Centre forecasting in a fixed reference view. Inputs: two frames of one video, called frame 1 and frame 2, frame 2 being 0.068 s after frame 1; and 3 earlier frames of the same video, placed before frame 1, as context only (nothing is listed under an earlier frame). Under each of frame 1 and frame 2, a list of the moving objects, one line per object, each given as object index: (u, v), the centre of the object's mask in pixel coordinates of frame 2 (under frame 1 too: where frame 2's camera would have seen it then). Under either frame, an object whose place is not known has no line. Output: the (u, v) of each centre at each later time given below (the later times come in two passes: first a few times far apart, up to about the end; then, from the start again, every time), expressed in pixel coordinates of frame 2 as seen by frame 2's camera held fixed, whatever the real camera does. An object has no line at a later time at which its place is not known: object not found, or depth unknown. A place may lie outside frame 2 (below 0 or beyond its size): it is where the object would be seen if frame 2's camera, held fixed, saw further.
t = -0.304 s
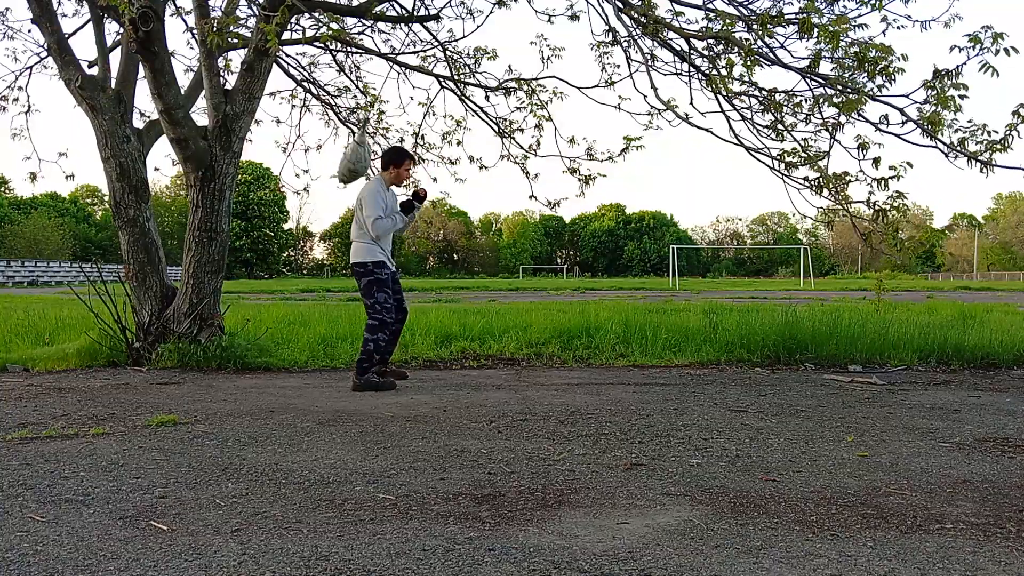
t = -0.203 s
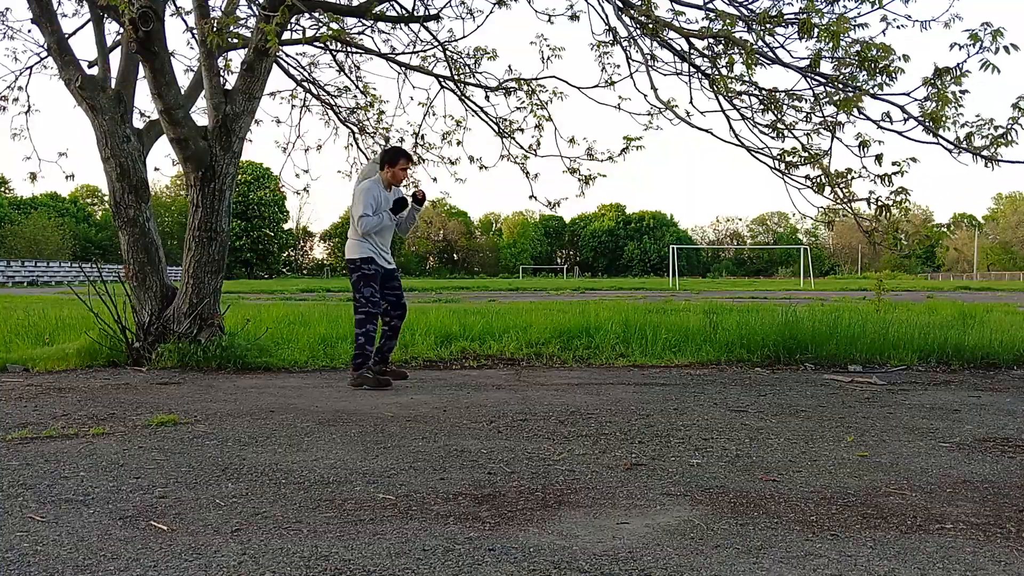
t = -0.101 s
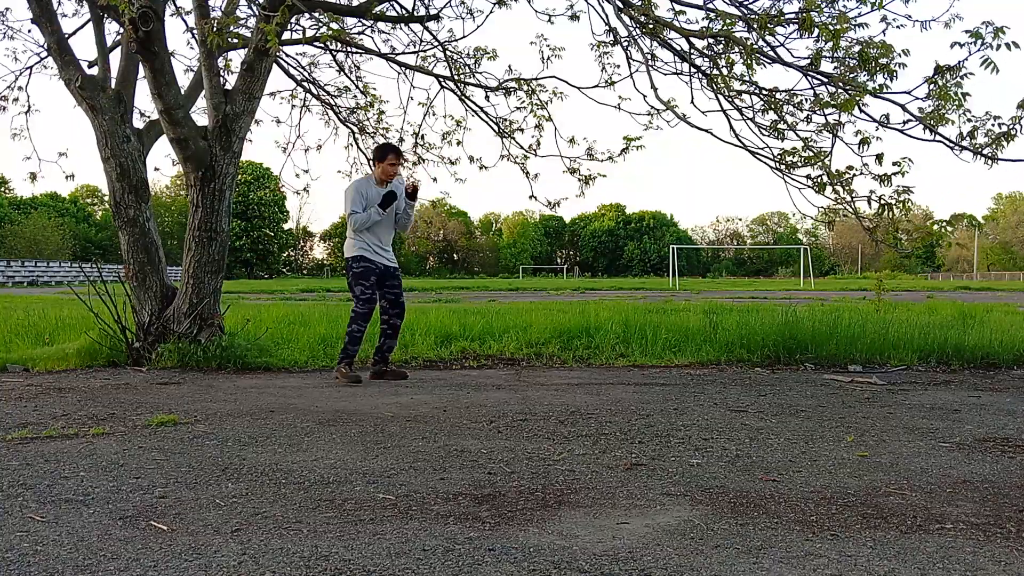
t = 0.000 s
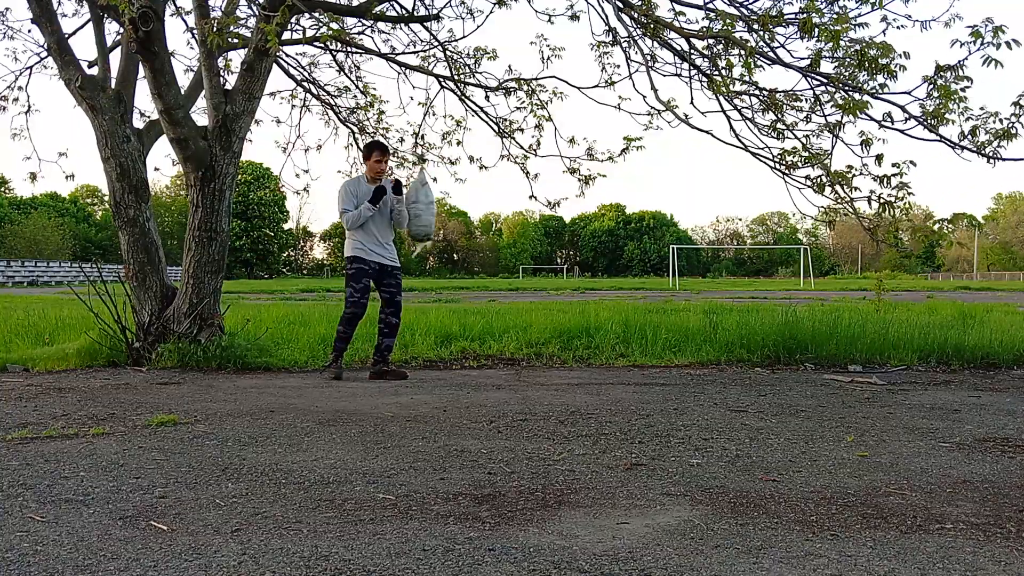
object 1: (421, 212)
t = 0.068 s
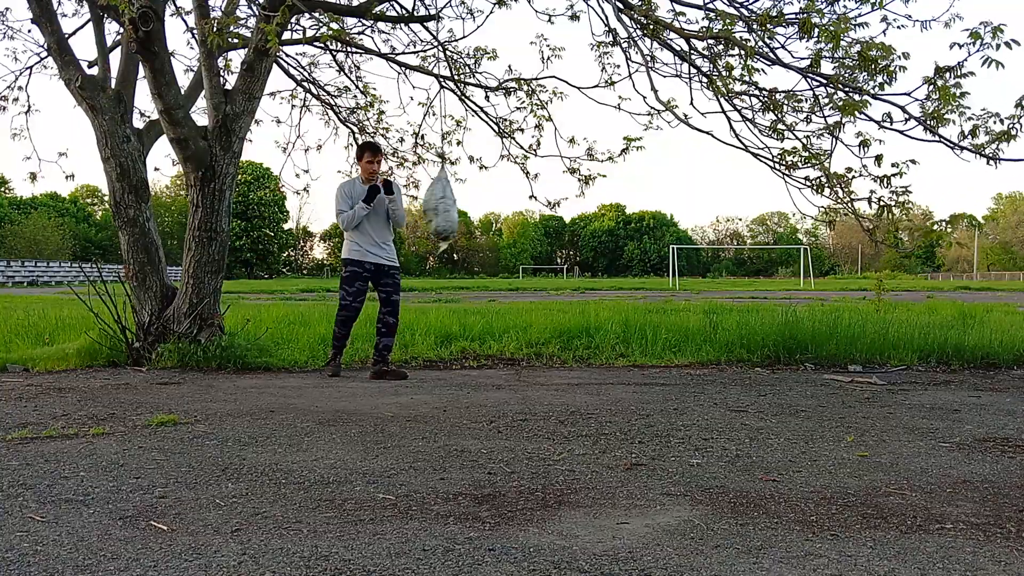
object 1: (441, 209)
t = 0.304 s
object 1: (516, 159)
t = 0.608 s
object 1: (569, 68)
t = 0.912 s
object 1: (568, 76)
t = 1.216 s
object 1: (510, 172)
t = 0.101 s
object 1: (451, 207)
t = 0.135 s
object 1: (462, 202)
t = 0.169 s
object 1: (473, 195)
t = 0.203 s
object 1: (483, 185)
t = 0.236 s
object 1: (495, 176)
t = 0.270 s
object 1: (506, 167)
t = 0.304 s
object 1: (516, 159)
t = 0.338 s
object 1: (525, 149)
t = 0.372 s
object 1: (533, 136)
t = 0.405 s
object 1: (540, 124)
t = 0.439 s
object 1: (546, 112)
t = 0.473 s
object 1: (551, 100)
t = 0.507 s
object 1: (557, 91)
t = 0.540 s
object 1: (562, 82)
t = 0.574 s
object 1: (567, 74)
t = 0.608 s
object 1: (569, 68)
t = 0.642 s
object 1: (572, 63)
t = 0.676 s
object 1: (574, 60)
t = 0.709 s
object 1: (574, 57)
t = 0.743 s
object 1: (575, 57)
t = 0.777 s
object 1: (574, 57)
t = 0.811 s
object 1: (573, 60)
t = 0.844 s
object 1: (571, 64)
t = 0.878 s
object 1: (570, 69)
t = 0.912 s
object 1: (568, 76)
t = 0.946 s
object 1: (565, 84)
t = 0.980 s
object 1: (561, 94)
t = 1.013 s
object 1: (557, 104)
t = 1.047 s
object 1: (551, 115)
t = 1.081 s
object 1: (545, 127)
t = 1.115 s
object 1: (537, 139)
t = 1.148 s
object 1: (529, 151)
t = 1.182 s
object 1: (519, 162)
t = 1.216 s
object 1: (510, 172)
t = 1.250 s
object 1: (499, 181)
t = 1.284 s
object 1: (489, 190)
